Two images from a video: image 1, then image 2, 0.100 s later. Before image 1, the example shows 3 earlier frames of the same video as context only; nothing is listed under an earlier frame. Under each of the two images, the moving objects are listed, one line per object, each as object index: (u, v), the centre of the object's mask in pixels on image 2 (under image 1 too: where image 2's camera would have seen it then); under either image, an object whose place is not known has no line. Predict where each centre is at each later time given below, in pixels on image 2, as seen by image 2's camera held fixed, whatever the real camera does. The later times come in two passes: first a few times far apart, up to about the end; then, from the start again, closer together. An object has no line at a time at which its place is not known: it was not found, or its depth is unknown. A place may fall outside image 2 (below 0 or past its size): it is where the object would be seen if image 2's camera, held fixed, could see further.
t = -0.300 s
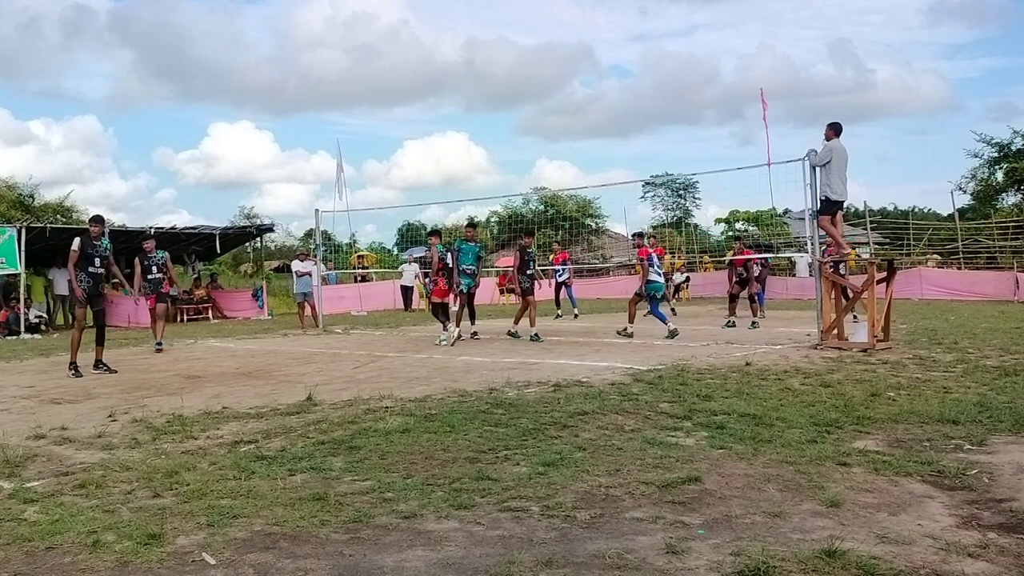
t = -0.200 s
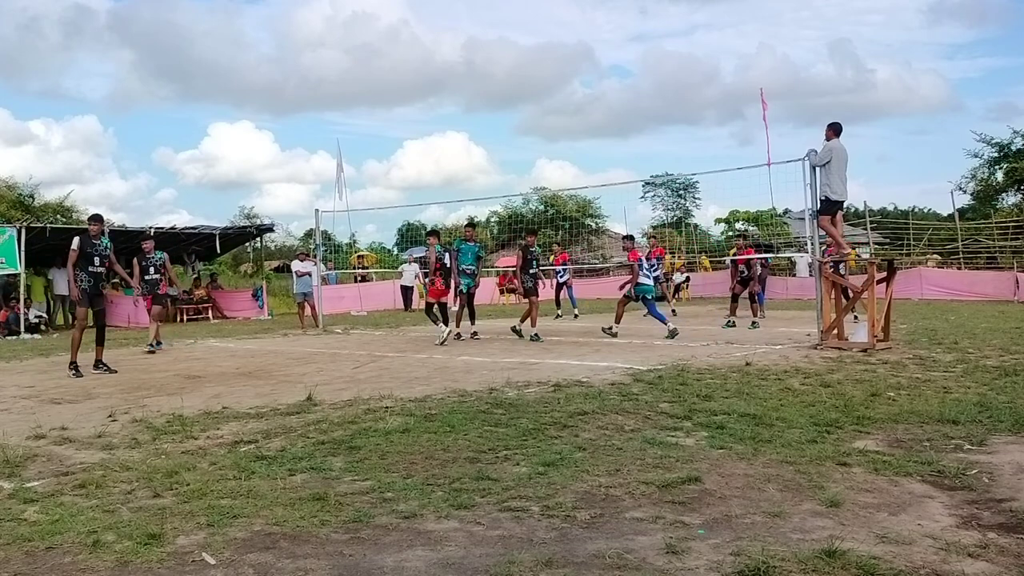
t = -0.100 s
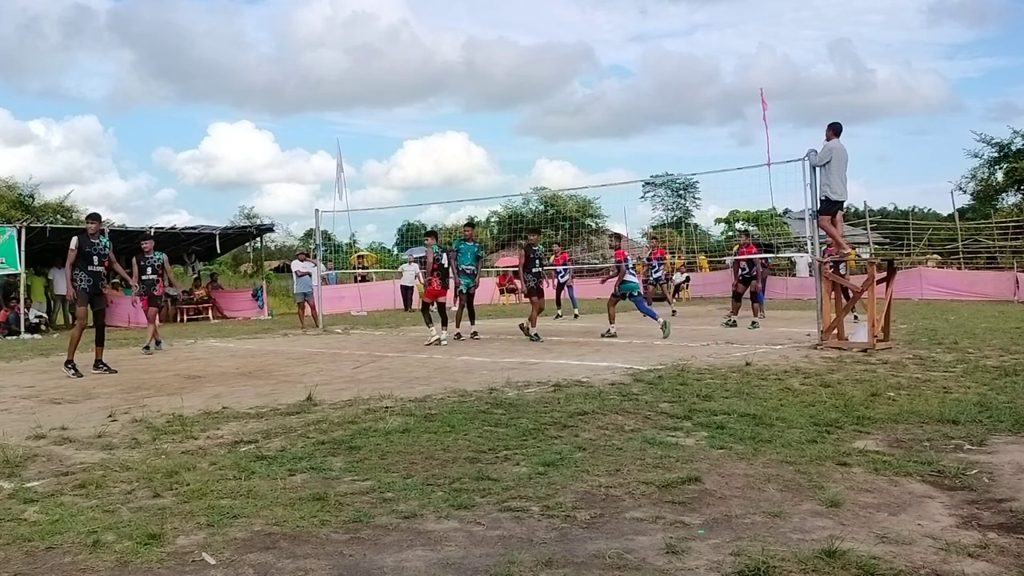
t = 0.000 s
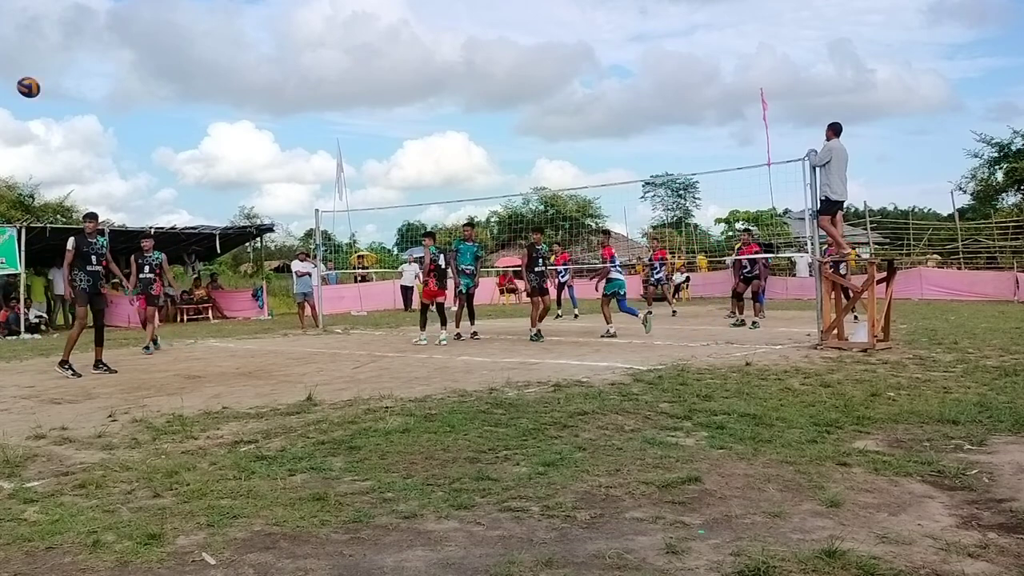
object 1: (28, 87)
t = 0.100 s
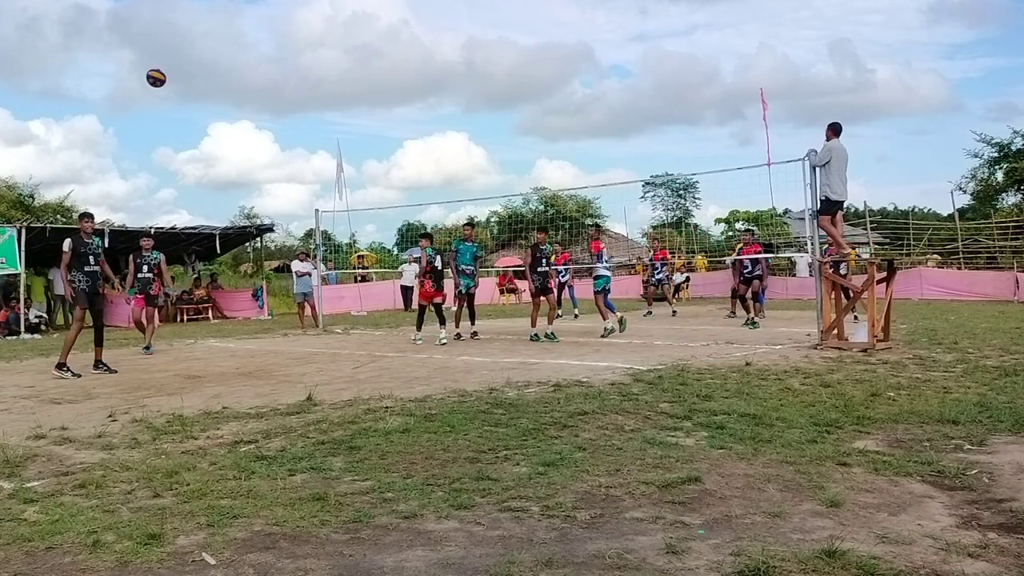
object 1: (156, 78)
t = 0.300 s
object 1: (344, 88)
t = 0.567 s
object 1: (508, 131)
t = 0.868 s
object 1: (625, 206)
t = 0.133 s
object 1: (193, 77)
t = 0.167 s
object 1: (227, 78)
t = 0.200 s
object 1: (259, 79)
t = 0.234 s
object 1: (289, 82)
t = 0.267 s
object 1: (318, 85)
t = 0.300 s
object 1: (344, 88)
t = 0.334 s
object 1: (369, 92)
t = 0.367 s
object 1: (393, 96)
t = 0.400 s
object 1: (415, 101)
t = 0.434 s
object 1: (436, 107)
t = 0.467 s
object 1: (455, 112)
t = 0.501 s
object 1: (474, 119)
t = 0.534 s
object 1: (492, 125)
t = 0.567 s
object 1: (508, 131)
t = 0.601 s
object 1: (523, 139)
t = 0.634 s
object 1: (538, 146)
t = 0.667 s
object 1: (553, 154)
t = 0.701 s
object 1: (566, 162)
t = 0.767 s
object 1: (591, 179)
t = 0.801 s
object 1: (603, 188)
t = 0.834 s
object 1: (615, 196)
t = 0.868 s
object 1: (625, 206)
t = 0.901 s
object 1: (636, 215)
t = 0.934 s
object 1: (646, 225)
